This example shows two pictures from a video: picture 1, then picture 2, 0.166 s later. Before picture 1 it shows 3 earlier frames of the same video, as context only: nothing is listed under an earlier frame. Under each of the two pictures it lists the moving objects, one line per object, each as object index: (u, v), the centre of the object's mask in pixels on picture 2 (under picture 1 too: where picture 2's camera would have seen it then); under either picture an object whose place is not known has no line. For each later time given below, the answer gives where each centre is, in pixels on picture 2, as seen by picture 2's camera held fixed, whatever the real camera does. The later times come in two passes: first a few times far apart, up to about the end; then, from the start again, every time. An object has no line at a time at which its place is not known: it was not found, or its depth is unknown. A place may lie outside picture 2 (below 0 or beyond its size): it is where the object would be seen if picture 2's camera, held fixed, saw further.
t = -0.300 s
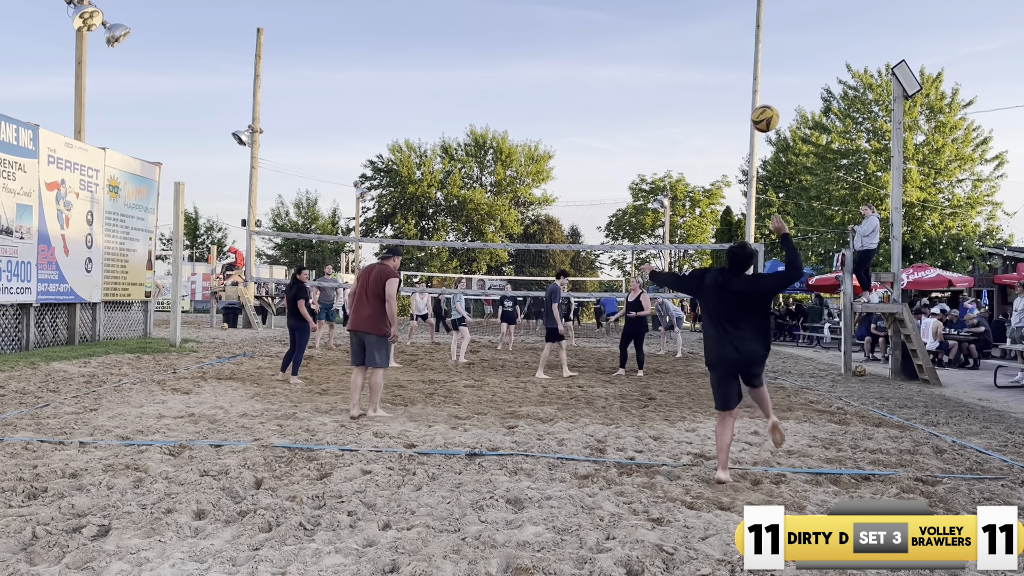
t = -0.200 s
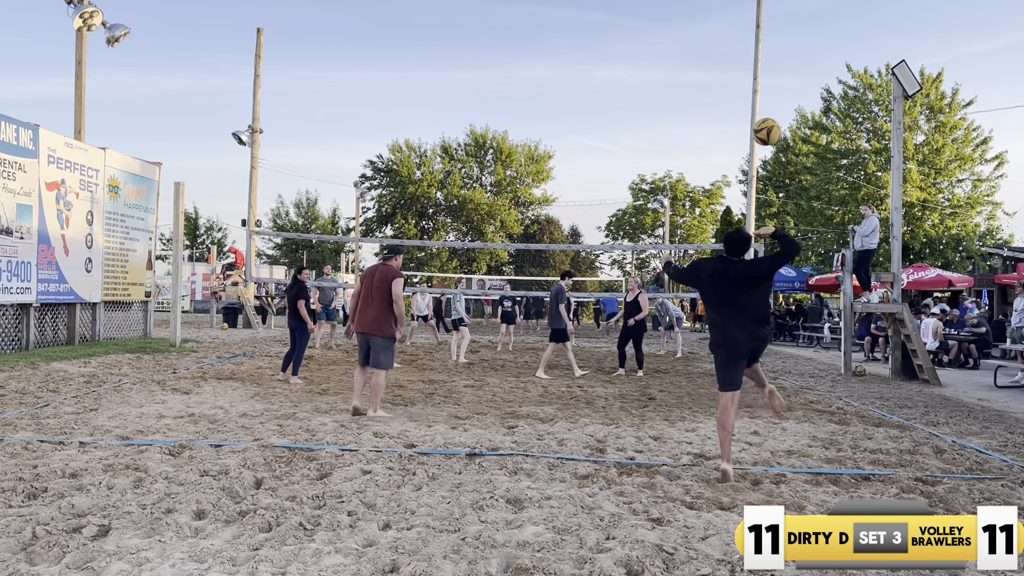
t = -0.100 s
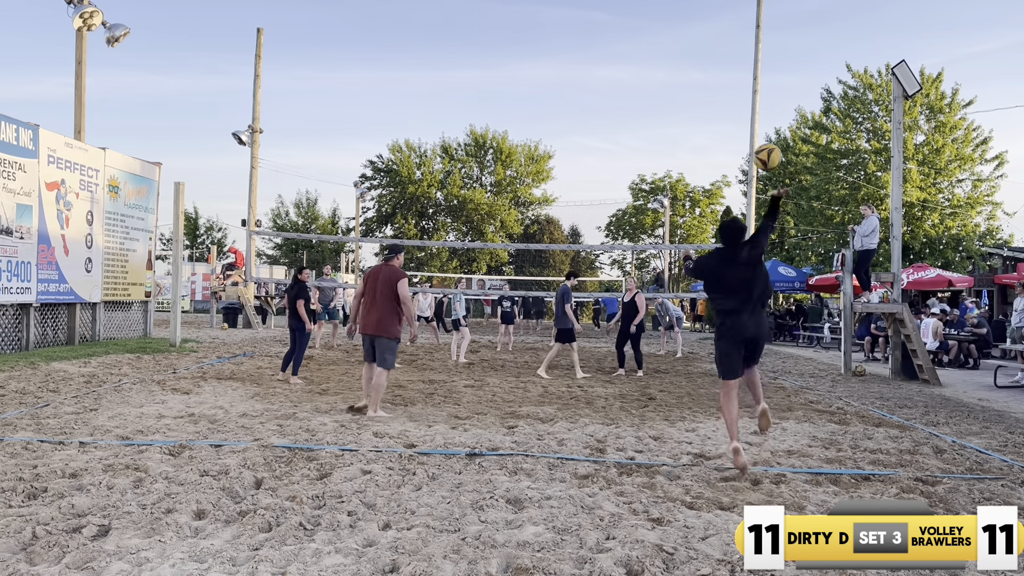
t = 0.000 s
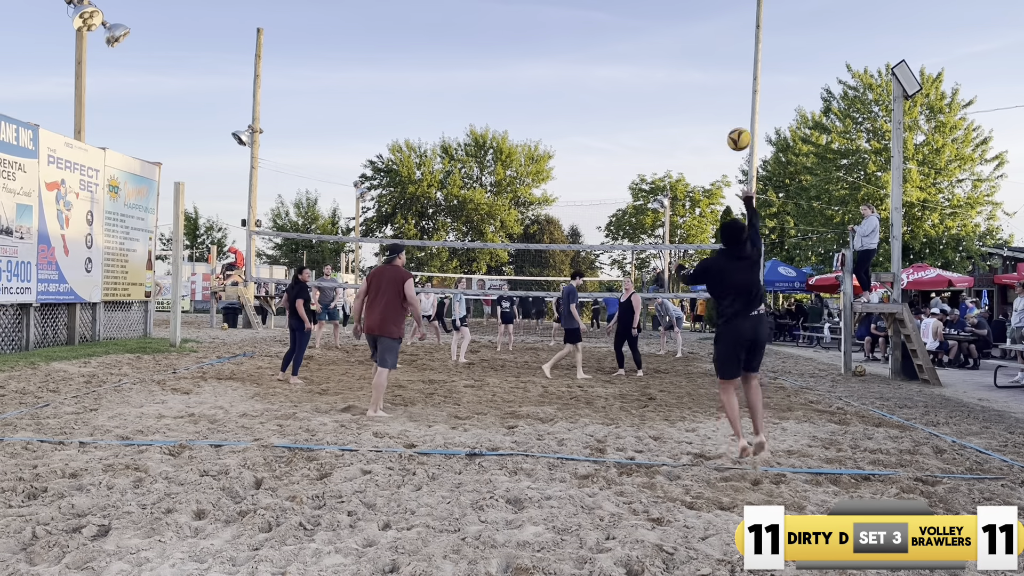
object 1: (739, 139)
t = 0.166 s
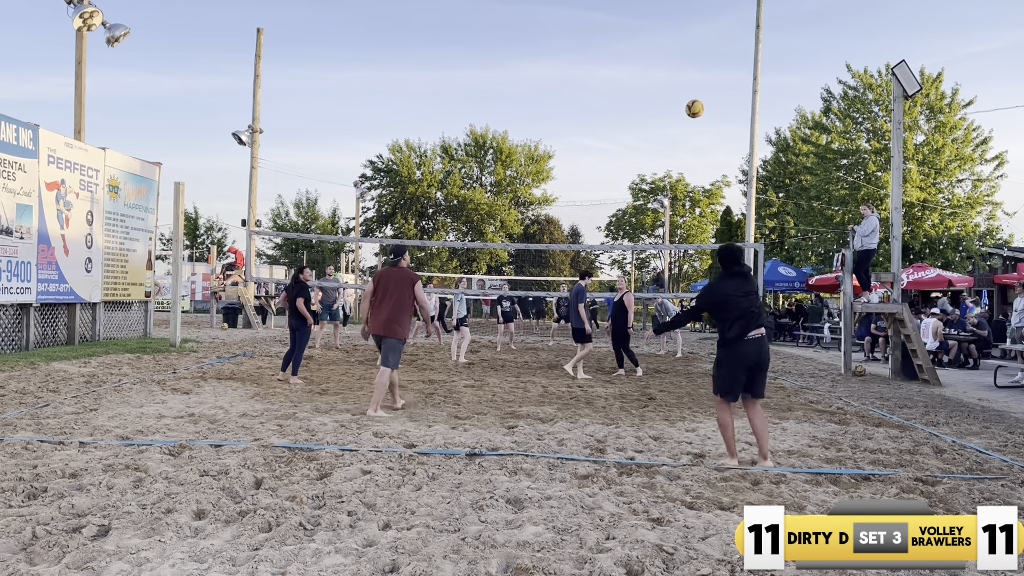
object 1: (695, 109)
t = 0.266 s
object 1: (676, 103)
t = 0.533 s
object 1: (645, 116)
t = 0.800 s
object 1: (630, 154)
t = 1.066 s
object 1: (619, 208)
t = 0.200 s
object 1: (688, 106)
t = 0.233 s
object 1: (681, 104)
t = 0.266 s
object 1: (676, 103)
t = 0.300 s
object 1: (670, 103)
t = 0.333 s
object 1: (665, 103)
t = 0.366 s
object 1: (661, 104)
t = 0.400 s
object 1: (657, 106)
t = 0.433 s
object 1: (654, 107)
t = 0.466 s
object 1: (651, 110)
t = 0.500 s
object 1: (648, 113)
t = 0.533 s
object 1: (645, 116)
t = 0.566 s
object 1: (643, 120)
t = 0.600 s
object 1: (641, 124)
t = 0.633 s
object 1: (639, 128)
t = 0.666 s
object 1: (637, 133)
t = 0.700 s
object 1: (635, 137)
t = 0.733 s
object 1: (633, 143)
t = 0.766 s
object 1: (632, 148)
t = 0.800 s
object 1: (630, 154)
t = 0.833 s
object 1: (628, 160)
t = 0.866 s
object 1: (627, 166)
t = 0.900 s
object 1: (625, 173)
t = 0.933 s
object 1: (624, 180)
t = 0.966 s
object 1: (622, 187)
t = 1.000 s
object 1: (621, 194)
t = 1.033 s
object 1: (620, 201)
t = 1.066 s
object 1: (619, 208)
